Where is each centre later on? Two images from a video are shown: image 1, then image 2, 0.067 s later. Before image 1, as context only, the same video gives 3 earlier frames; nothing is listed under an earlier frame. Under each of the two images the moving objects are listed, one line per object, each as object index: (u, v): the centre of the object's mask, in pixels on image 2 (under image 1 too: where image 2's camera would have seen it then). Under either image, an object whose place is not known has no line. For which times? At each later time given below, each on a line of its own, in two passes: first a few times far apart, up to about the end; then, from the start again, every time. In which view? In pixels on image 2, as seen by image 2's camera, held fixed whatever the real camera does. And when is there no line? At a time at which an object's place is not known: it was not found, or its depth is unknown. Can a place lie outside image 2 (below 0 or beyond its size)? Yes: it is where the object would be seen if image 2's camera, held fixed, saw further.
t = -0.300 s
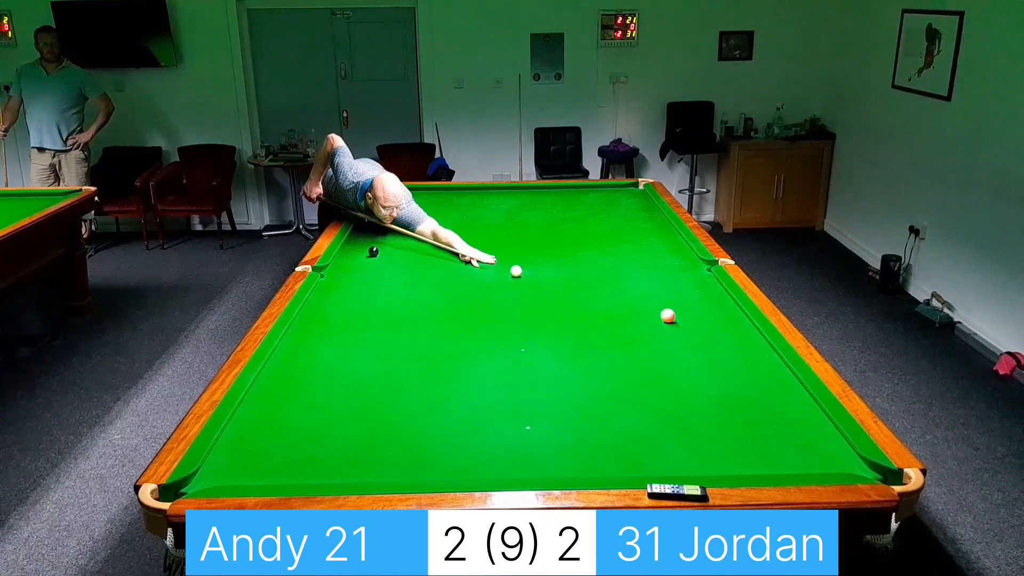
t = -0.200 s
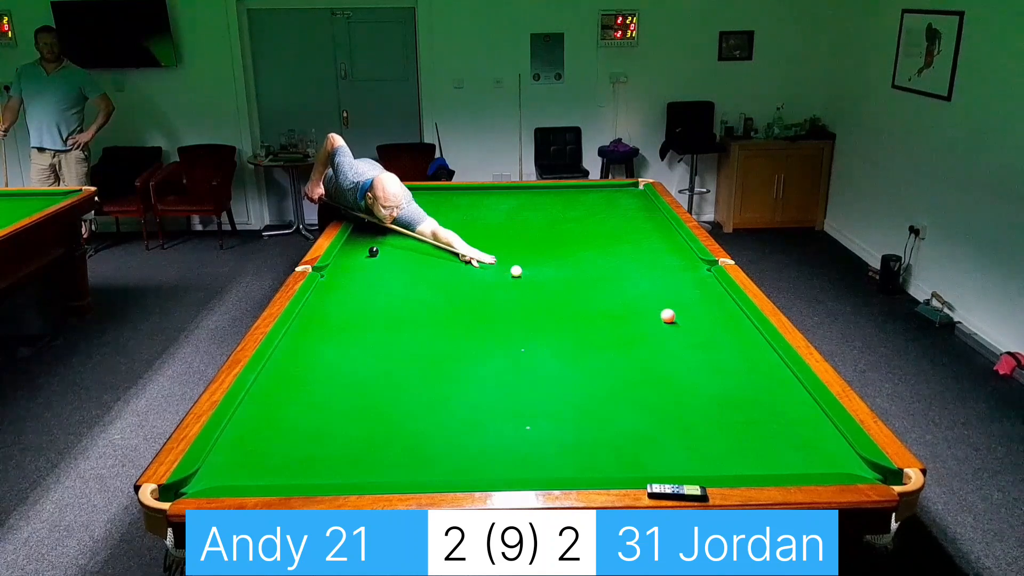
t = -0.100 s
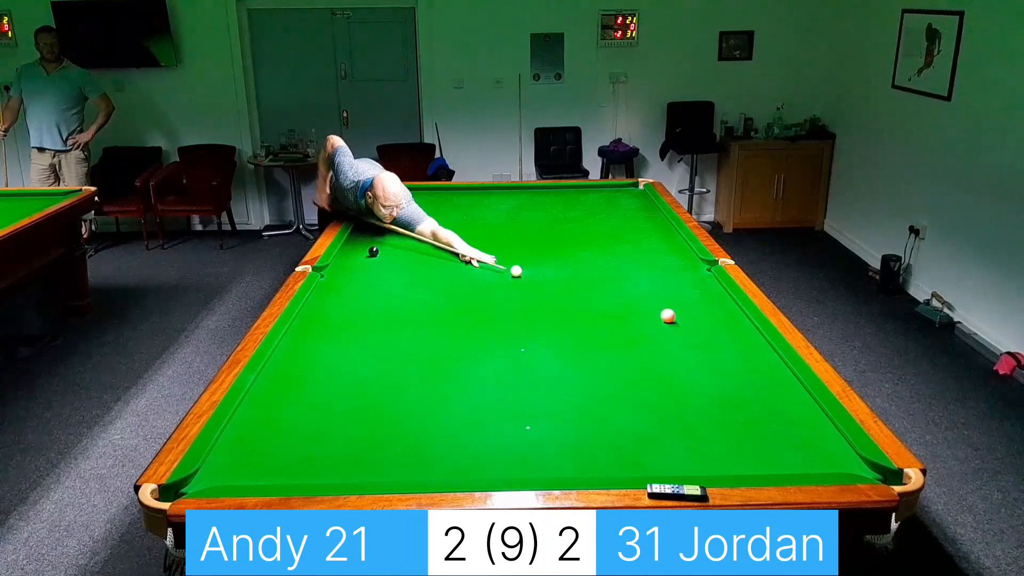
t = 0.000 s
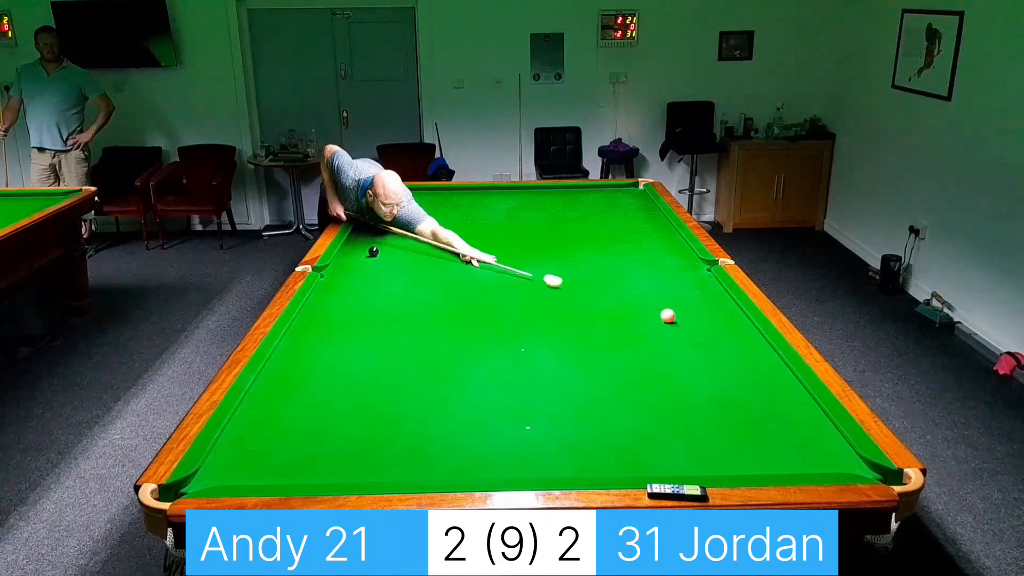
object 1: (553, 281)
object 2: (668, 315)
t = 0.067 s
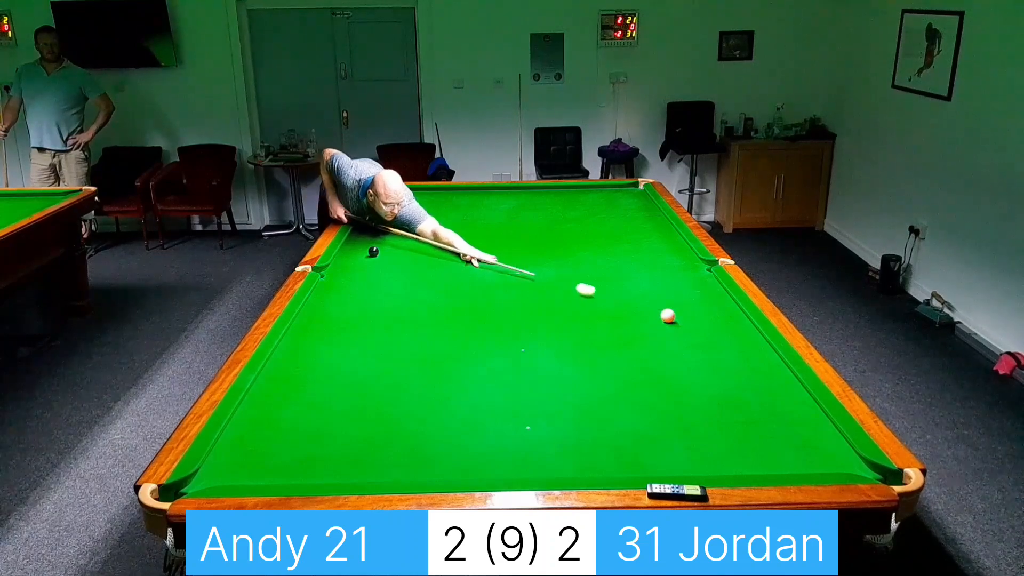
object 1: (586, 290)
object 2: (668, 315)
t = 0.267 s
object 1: (675, 309)
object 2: (679, 324)
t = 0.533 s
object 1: (731, 305)
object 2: (734, 366)
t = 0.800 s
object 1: (690, 297)
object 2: (796, 414)
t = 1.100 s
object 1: (651, 289)
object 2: (883, 479)
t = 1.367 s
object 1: (621, 283)
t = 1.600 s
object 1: (596, 278)
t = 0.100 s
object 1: (603, 294)
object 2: (668, 315)
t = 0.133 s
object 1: (619, 299)
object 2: (668, 315)
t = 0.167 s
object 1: (636, 303)
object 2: (668, 315)
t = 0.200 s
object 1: (653, 308)
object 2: (668, 315)
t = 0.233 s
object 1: (665, 309)
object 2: (672, 319)
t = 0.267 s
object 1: (675, 309)
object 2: (679, 324)
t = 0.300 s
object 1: (683, 309)
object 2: (686, 329)
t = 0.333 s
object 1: (691, 308)
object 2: (693, 335)
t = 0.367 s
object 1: (698, 307)
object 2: (700, 340)
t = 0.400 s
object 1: (705, 307)
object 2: (707, 345)
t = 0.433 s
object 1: (711, 306)
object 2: (714, 350)
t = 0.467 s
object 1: (718, 306)
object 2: (721, 356)
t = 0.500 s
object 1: (725, 305)
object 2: (727, 361)
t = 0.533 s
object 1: (731, 305)
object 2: (734, 366)
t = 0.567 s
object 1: (725, 303)
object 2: (741, 372)
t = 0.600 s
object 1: (719, 302)
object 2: (749, 377)
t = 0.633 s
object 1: (713, 301)
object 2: (756, 383)
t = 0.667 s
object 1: (708, 300)
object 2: (764, 389)
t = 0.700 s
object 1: (703, 299)
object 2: (772, 395)
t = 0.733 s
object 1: (699, 298)
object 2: (780, 401)
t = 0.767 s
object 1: (694, 297)
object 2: (788, 408)
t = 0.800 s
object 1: (690, 297)
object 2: (796, 414)
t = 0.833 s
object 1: (685, 296)
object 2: (805, 421)
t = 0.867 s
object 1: (681, 295)
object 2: (814, 428)
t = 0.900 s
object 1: (676, 294)
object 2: (823, 435)
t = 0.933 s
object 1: (672, 293)
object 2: (833, 442)
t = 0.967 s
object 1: (668, 292)
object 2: (843, 450)
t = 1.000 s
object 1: (664, 291)
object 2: (853, 458)
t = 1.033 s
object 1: (660, 291)
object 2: (863, 466)
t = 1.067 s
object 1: (656, 290)
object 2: (873, 472)
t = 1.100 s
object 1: (651, 289)
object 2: (883, 479)
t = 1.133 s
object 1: (648, 288)
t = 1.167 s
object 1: (644, 287)
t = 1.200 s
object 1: (640, 287)
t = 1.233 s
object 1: (636, 286)
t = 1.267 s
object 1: (632, 285)
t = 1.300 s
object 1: (628, 284)
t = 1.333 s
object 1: (624, 284)
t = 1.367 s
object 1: (621, 283)
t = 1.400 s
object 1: (617, 282)
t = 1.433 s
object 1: (614, 282)
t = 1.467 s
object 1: (610, 281)
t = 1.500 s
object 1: (607, 280)
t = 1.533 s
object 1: (603, 279)
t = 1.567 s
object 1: (600, 279)
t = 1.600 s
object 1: (596, 278)
